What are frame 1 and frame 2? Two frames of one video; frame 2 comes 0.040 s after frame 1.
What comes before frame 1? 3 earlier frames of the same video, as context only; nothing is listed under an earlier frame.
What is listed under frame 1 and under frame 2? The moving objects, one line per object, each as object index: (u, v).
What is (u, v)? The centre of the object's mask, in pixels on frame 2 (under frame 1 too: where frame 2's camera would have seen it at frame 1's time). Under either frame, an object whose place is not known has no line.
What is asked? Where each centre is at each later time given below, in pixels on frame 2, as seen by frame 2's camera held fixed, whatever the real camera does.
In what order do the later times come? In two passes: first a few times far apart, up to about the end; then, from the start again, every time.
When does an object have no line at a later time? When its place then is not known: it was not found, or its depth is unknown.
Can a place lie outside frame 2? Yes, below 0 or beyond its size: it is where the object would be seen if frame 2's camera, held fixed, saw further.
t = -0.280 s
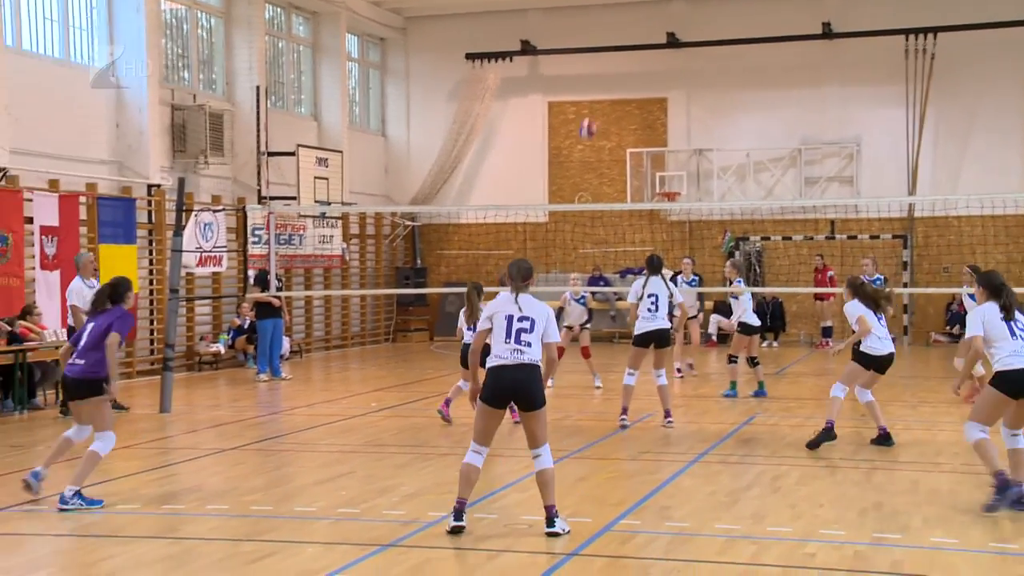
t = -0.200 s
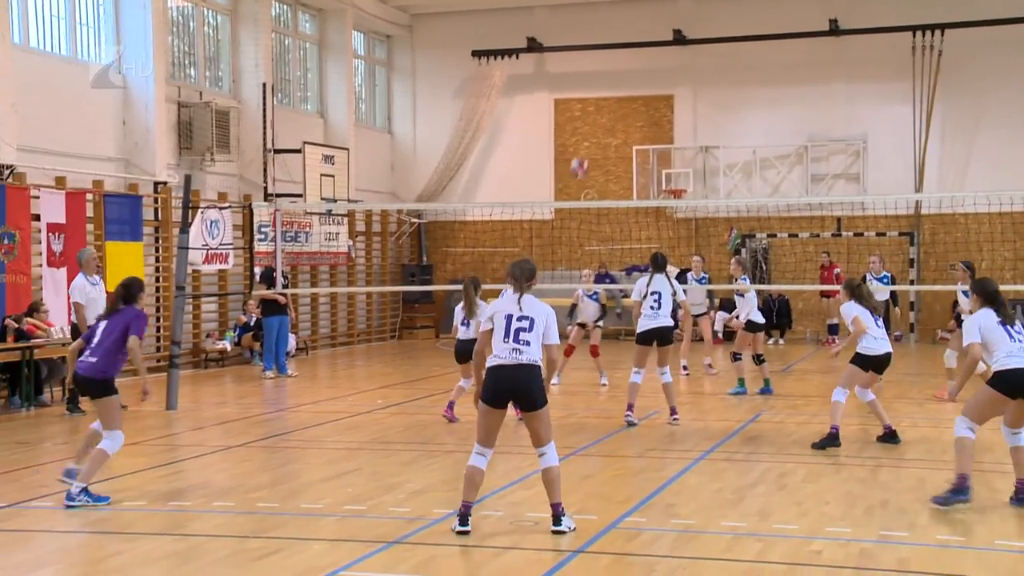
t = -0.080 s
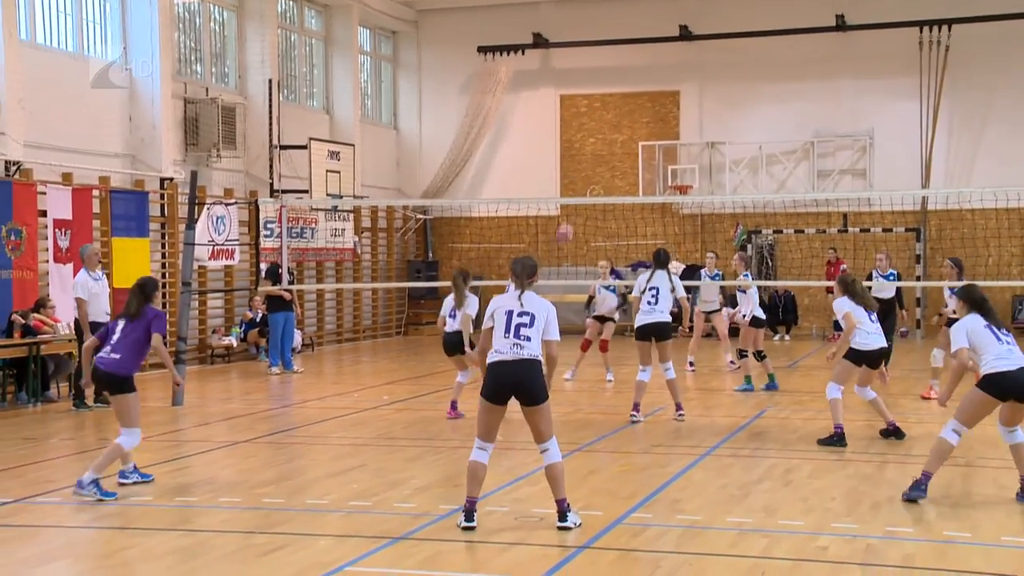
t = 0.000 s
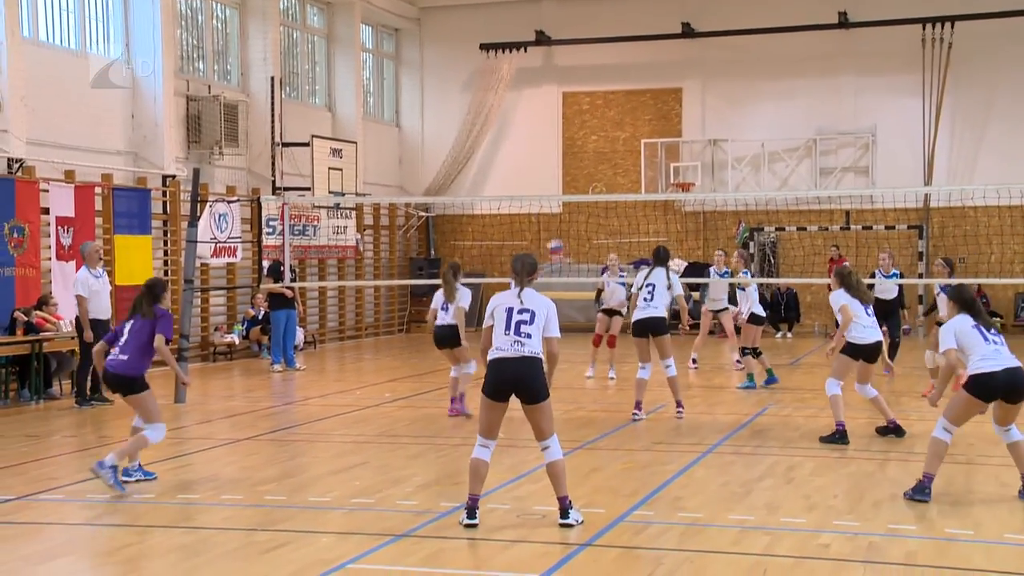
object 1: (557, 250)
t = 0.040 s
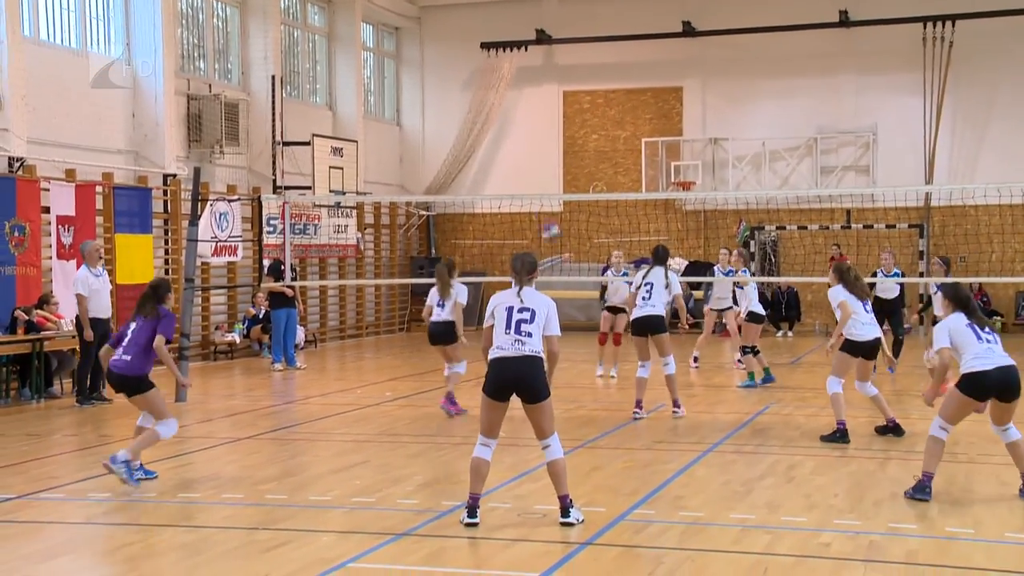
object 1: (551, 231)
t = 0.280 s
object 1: (510, 143)
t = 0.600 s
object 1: (448, 101)
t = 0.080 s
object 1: (544, 216)
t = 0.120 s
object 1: (537, 198)
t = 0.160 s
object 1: (531, 182)
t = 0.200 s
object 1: (524, 167)
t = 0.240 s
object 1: (518, 155)
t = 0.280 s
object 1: (510, 143)
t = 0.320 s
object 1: (504, 132)
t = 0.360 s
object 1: (497, 124)
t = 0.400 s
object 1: (489, 116)
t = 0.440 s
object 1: (481, 109)
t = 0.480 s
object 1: (473, 105)
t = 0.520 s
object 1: (464, 101)
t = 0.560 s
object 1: (457, 101)
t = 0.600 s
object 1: (448, 101)
